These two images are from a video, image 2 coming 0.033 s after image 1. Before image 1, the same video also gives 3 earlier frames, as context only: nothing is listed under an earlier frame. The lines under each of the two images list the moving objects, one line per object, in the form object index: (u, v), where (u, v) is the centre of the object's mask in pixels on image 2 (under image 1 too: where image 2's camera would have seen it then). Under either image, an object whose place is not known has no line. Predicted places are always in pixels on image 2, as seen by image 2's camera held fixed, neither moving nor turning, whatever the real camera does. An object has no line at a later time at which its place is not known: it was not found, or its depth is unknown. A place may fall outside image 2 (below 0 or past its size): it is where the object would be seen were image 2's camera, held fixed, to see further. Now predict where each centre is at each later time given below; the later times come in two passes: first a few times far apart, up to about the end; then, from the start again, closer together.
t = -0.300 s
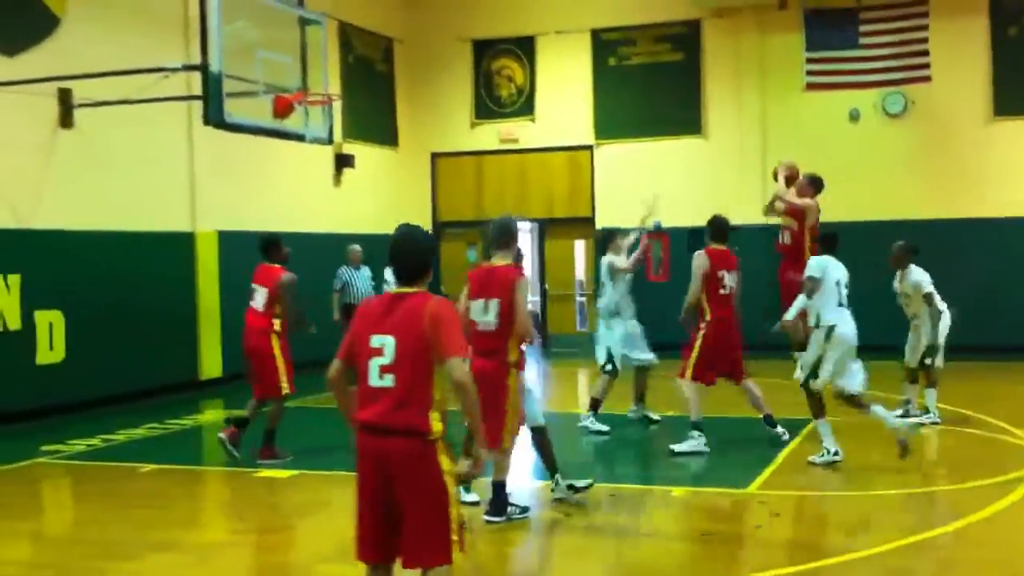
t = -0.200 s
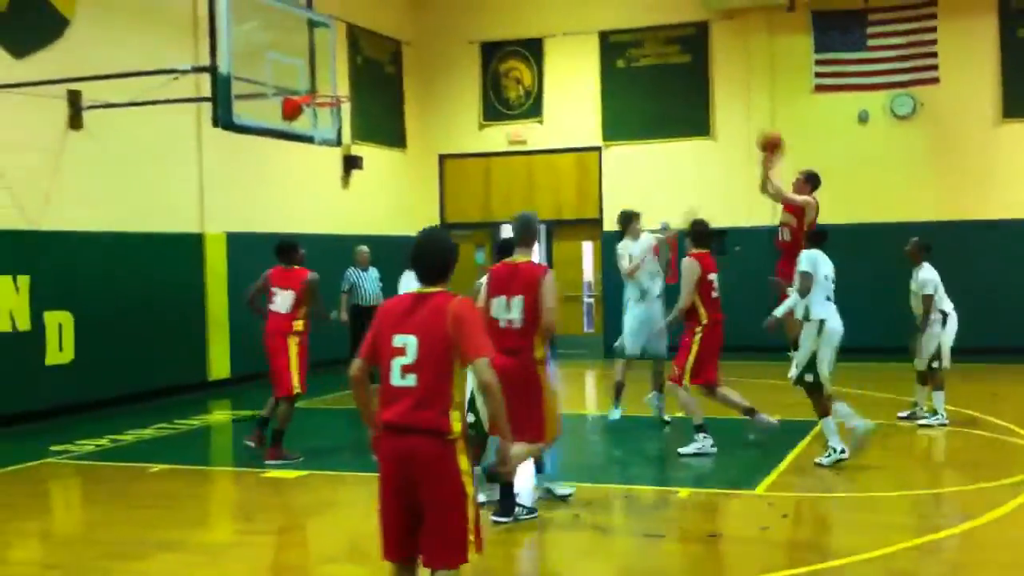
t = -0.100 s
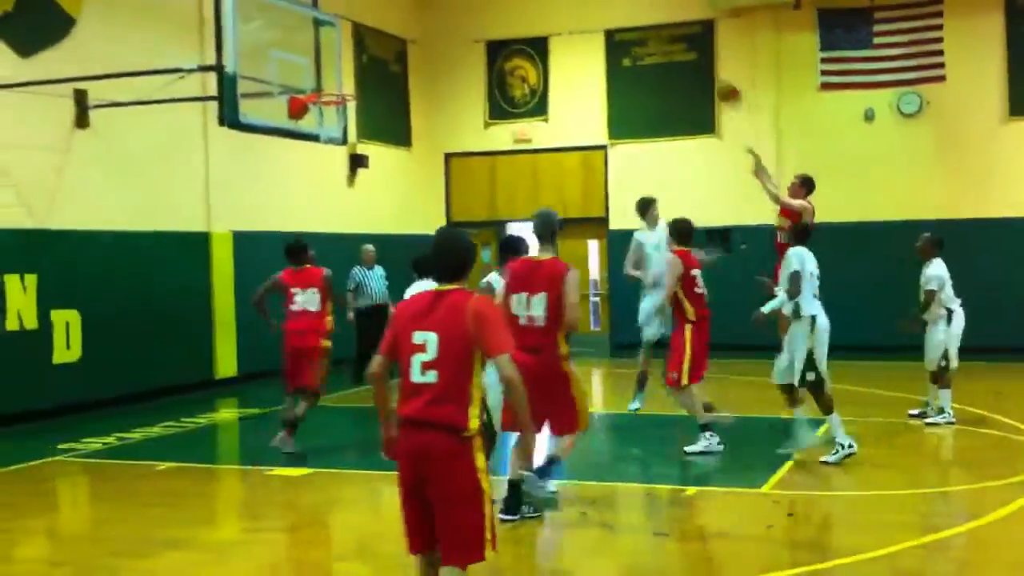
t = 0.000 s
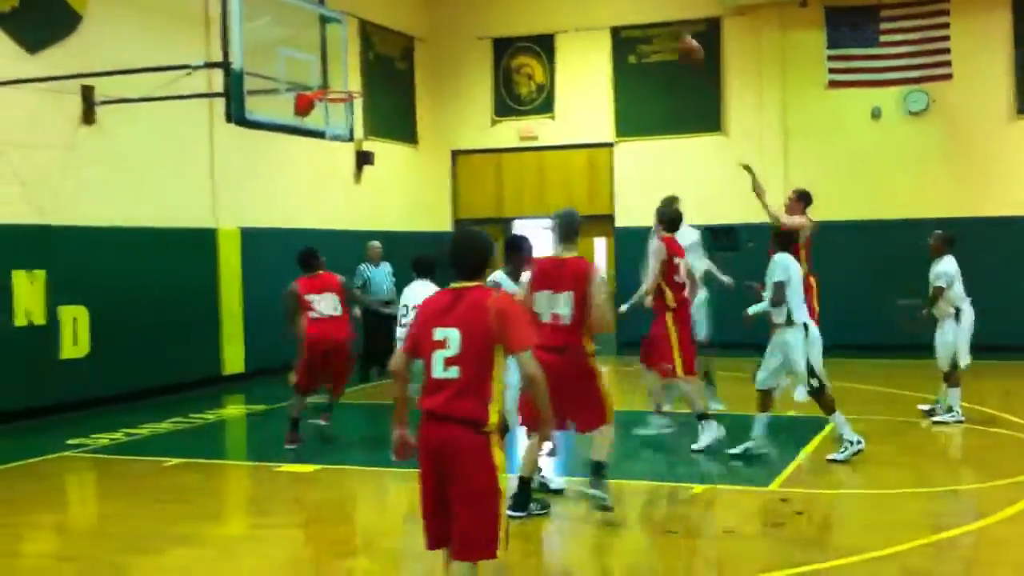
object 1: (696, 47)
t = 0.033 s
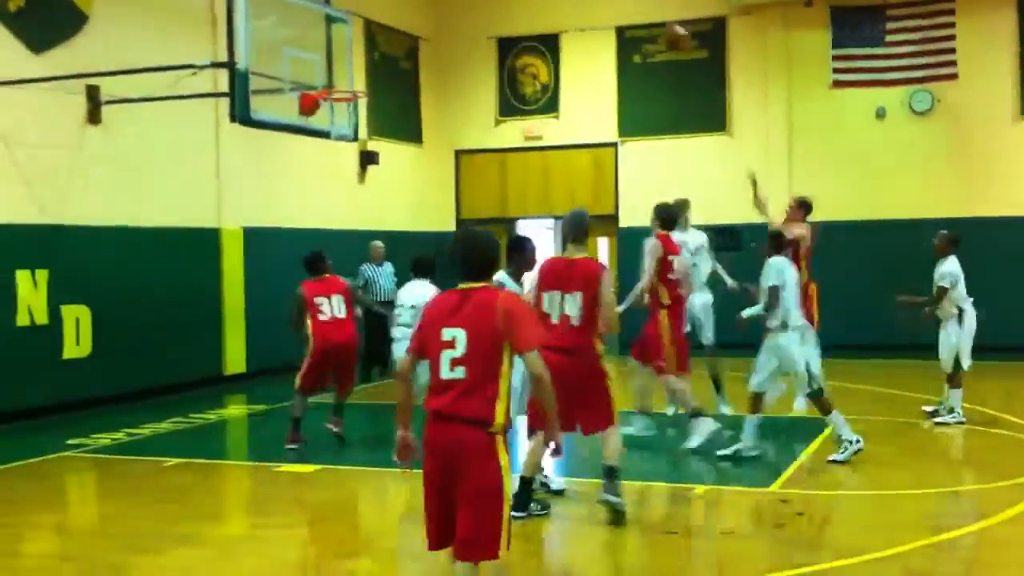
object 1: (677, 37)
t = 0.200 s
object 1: (593, 4)
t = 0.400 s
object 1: (498, -1)
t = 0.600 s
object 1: (404, 39)
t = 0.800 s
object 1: (330, 76)
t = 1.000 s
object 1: (300, 51)
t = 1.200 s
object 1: (265, 69)
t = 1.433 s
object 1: (225, 164)
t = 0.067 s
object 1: (659, 28)
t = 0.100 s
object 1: (639, 18)
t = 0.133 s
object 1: (623, 14)
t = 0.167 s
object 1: (608, 8)
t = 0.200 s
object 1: (593, 4)
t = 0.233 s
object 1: (576, 3)
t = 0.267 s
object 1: (559, 1)
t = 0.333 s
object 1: (529, -1)
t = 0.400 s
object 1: (498, -1)
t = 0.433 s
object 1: (483, 3)
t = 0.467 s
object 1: (465, 5)
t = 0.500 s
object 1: (453, 14)
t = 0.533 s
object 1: (439, 20)
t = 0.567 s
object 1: (423, 27)
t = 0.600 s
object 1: (404, 39)
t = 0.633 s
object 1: (392, 44)
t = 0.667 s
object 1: (377, 56)
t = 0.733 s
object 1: (342, 85)
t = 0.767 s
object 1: (335, 83)
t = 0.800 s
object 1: (330, 76)
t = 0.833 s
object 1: (324, 67)
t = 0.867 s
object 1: (319, 63)
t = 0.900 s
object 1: (314, 59)
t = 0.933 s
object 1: (311, 55)
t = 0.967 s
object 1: (305, 52)
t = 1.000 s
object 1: (300, 51)
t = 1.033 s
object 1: (294, 51)
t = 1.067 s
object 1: (288, 51)
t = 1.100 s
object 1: (283, 53)
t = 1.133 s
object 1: (276, 57)
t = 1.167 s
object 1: (271, 62)
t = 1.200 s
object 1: (265, 69)
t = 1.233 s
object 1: (259, 78)
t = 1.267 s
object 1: (255, 86)
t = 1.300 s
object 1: (247, 100)
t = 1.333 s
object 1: (240, 112)
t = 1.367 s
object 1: (236, 126)
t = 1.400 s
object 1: (232, 143)
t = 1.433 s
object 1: (225, 164)
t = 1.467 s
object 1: (219, 185)
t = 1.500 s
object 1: (216, 207)
